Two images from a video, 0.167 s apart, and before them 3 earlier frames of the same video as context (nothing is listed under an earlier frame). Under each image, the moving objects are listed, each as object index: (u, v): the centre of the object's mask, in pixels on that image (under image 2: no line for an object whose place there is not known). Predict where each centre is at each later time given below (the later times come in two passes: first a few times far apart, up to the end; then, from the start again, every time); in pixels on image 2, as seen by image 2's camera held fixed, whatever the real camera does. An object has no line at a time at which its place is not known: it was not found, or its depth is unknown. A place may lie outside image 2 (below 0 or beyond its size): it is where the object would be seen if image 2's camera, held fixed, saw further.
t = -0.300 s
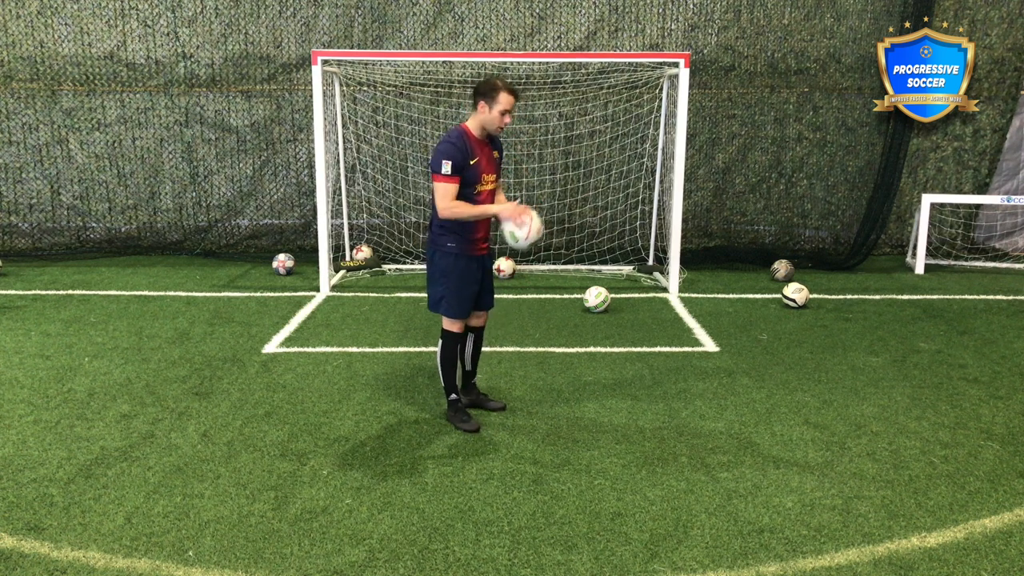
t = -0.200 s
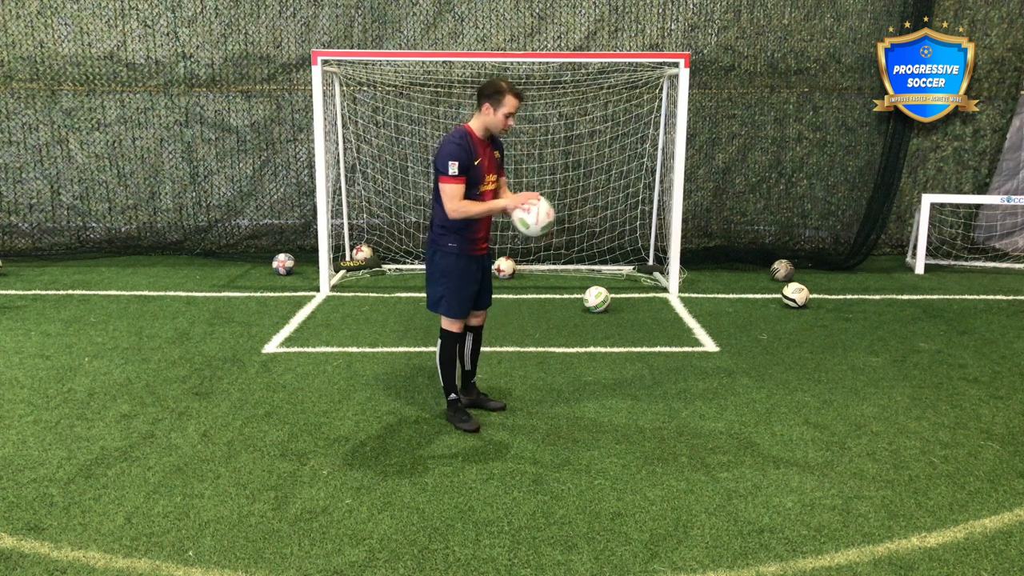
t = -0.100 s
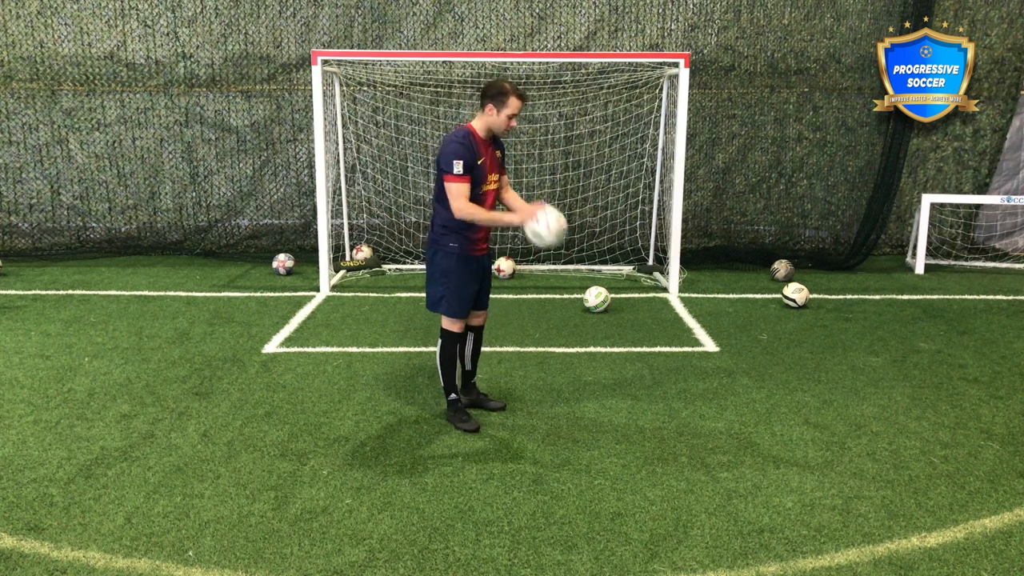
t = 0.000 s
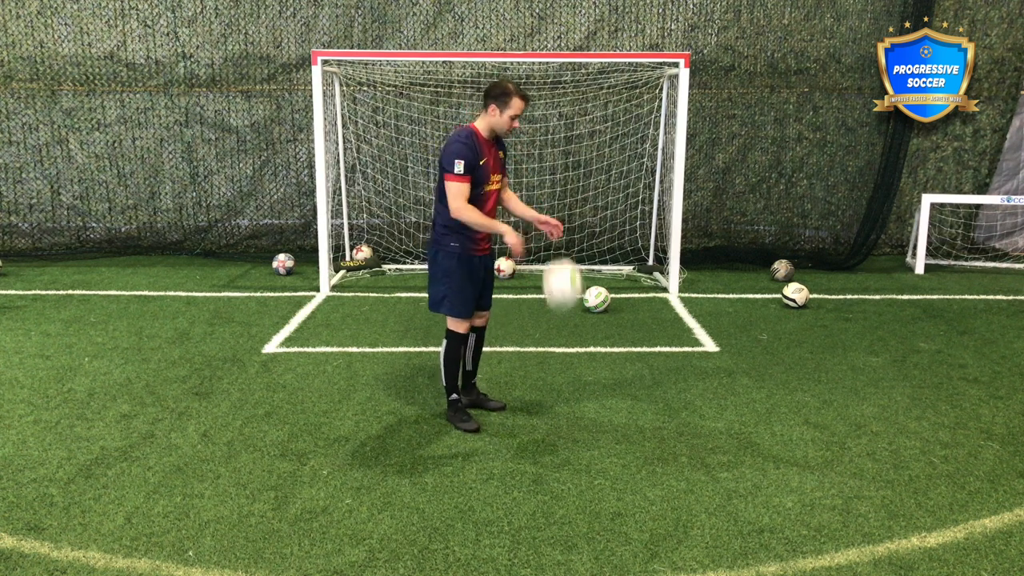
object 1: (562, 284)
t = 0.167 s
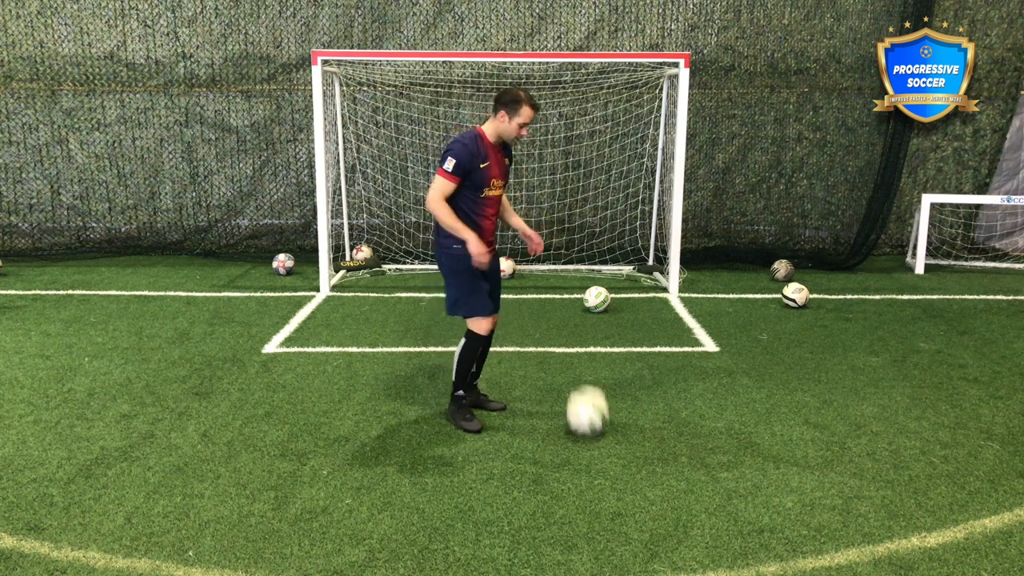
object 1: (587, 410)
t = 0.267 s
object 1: (585, 354)
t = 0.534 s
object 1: (576, 290)
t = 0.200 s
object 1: (586, 389)
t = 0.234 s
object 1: (585, 373)
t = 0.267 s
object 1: (585, 354)
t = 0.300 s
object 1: (583, 340)
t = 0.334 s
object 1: (582, 326)
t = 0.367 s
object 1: (581, 316)
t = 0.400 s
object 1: (580, 306)
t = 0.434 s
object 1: (579, 299)
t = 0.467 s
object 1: (578, 294)
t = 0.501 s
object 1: (577, 291)
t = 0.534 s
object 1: (576, 290)
